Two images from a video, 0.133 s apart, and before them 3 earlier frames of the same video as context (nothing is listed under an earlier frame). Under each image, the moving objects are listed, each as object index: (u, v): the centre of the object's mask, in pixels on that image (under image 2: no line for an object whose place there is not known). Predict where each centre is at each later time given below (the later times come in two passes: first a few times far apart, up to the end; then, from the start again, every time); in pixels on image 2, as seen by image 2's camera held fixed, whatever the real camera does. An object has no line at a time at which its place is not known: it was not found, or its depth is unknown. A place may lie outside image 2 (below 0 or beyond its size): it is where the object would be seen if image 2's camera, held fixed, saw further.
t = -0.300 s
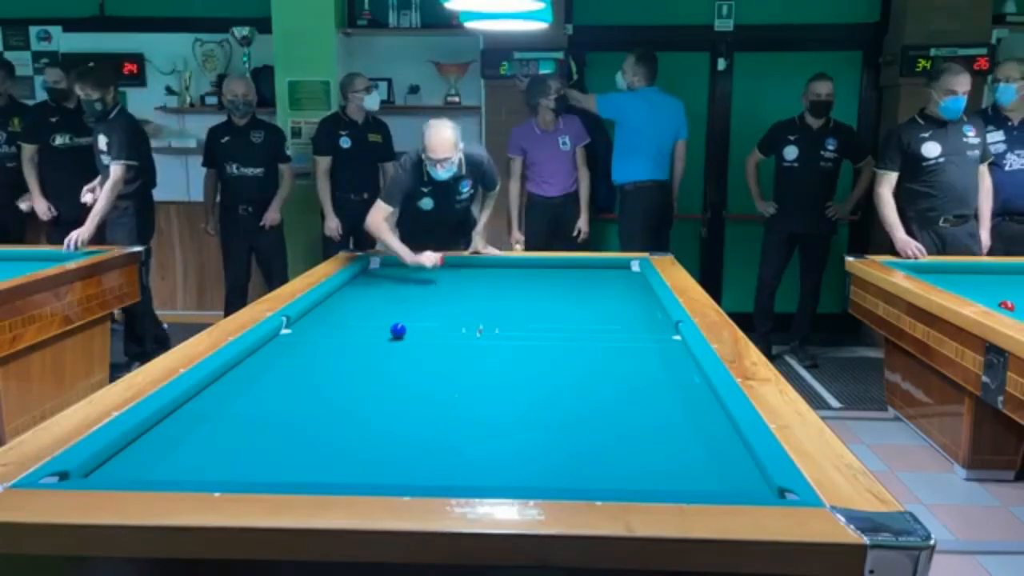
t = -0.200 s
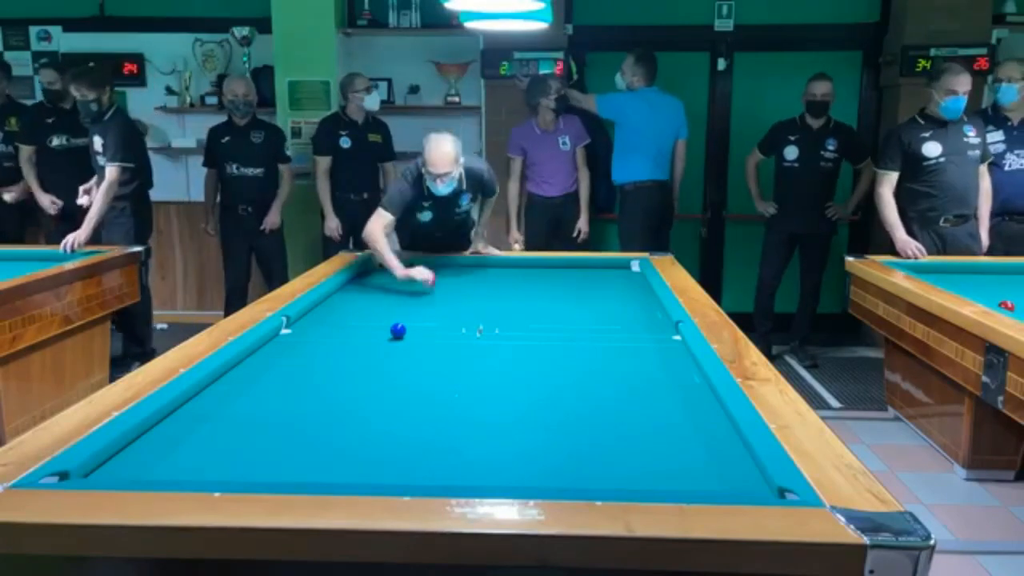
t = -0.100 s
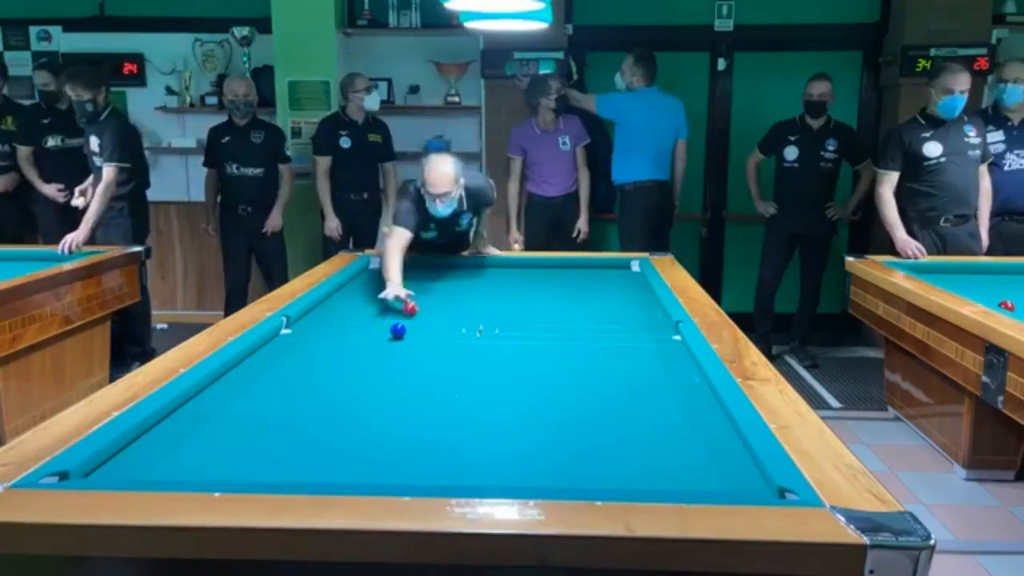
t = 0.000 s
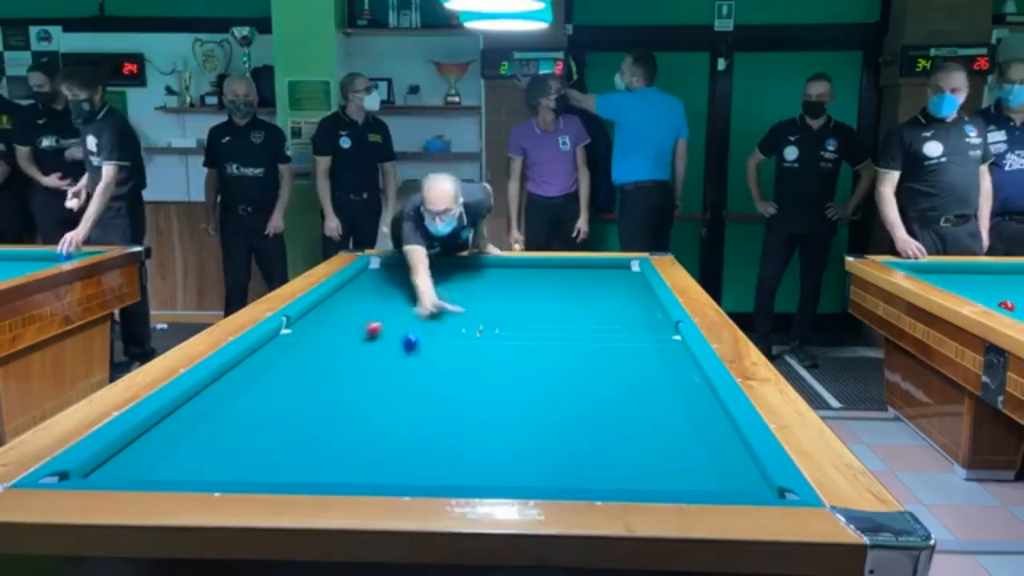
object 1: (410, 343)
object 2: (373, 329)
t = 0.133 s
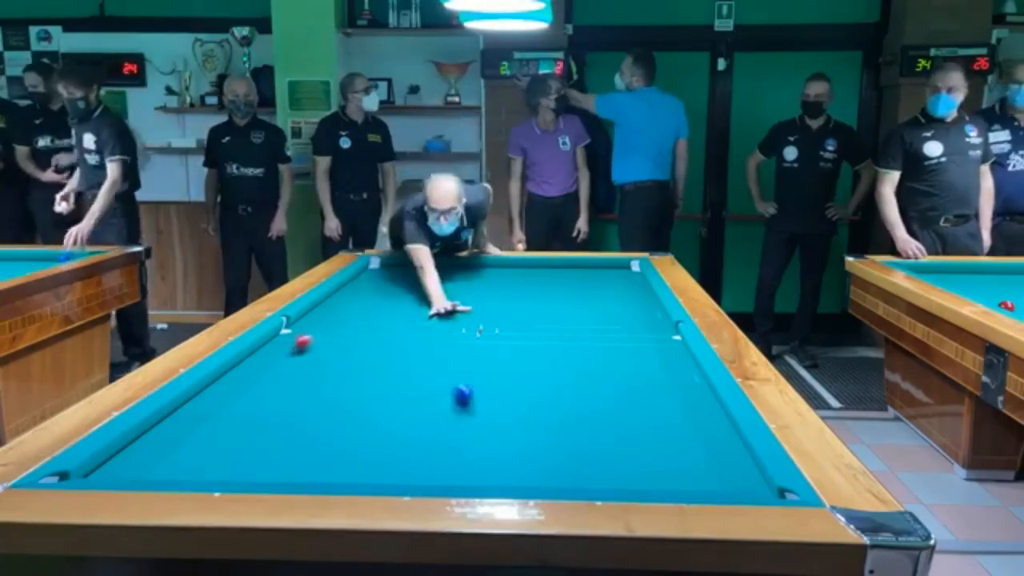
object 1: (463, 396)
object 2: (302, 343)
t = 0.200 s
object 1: (499, 433)
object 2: (266, 350)
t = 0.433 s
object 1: (610, 421)
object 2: (298, 368)
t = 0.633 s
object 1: (646, 360)
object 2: (333, 384)
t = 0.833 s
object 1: (665, 324)
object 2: (371, 402)
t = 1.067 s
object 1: (630, 297)
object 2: (421, 427)
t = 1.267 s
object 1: (610, 280)
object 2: (471, 450)
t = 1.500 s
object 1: (592, 266)
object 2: (539, 477)
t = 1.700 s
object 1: (571, 275)
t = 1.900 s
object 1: (548, 284)
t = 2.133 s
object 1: (518, 296)
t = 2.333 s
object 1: (490, 307)
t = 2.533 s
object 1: (457, 319)
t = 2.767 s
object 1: (413, 336)
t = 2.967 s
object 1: (369, 354)
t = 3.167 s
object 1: (317, 372)
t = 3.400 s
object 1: (245, 400)
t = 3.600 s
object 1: (170, 428)
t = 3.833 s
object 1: (126, 465)
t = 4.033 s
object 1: (144, 471)
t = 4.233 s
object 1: (202, 456)
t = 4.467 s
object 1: (259, 436)
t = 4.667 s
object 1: (302, 422)
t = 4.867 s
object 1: (341, 408)
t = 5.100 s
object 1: (381, 394)
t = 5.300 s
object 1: (412, 384)
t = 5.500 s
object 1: (439, 374)
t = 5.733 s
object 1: (469, 364)
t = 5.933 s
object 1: (492, 356)
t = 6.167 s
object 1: (516, 348)
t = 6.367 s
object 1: (536, 342)
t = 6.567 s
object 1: (553, 335)
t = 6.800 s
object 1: (572, 329)
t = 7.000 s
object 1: (588, 324)
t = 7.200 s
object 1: (602, 319)
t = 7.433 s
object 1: (617, 314)
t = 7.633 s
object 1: (629, 310)
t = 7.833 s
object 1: (640, 306)
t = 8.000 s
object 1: (649, 303)
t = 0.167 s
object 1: (481, 414)
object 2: (284, 346)
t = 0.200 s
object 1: (499, 433)
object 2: (266, 350)
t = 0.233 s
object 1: (521, 456)
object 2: (257, 352)
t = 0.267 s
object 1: (546, 475)
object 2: (264, 355)
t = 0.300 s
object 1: (568, 480)
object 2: (272, 358)
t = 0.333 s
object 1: (581, 470)
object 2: (279, 360)
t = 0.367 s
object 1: (592, 451)
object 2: (286, 363)
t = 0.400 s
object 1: (602, 435)
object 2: (292, 366)
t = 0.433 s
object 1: (610, 421)
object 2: (298, 368)
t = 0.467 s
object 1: (618, 408)
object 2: (304, 371)
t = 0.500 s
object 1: (624, 396)
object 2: (310, 373)
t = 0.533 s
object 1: (630, 385)
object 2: (316, 376)
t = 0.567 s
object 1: (636, 376)
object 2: (321, 379)
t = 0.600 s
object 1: (641, 367)
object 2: (327, 381)
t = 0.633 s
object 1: (646, 360)
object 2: (333, 384)
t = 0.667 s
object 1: (651, 352)
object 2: (339, 387)
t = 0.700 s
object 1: (654, 345)
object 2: (345, 390)
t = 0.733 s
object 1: (658, 339)
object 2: (351, 393)
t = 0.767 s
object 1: (661, 334)
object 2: (358, 396)
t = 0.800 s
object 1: (665, 329)
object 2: (364, 399)
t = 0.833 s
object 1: (665, 324)
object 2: (371, 402)
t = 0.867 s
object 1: (658, 320)
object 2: (378, 406)
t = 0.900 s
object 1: (652, 315)
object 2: (385, 409)
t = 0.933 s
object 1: (647, 312)
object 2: (392, 413)
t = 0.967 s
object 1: (642, 308)
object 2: (399, 415)
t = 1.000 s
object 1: (638, 304)
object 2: (406, 419)
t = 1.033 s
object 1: (634, 301)
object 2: (414, 423)
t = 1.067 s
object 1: (630, 297)
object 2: (421, 427)
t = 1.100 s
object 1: (626, 294)
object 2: (429, 430)
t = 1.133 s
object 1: (623, 291)
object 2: (438, 435)
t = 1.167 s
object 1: (620, 288)
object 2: (446, 439)
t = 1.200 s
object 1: (617, 286)
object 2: (454, 442)
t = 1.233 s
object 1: (614, 283)
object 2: (463, 447)
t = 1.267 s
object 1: (610, 280)
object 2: (471, 450)
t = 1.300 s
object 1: (608, 277)
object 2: (481, 456)
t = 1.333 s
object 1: (605, 275)
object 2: (490, 459)
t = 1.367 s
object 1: (602, 273)
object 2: (499, 463)
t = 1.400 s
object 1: (599, 270)
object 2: (509, 469)
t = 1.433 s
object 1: (597, 268)
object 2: (519, 472)
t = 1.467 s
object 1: (595, 266)
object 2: (529, 475)
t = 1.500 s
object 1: (592, 266)
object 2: (539, 477)
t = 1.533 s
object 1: (589, 266)
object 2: (550, 480)
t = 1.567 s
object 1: (585, 269)
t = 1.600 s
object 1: (582, 270)
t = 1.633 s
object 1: (578, 273)
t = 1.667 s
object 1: (575, 274)
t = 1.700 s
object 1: (571, 275)
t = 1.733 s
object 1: (567, 277)
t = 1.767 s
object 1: (564, 278)
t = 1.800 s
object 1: (560, 280)
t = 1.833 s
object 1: (556, 282)
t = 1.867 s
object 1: (553, 283)
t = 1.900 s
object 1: (548, 284)
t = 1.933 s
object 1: (544, 286)
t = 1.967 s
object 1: (540, 288)
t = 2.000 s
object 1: (536, 289)
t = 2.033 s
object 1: (532, 291)
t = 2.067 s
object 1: (527, 292)
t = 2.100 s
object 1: (523, 294)
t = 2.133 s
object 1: (518, 296)
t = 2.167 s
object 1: (514, 298)
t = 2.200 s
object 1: (509, 299)
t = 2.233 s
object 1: (504, 301)
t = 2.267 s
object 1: (500, 303)
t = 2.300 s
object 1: (495, 305)
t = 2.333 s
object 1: (490, 307)
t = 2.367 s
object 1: (485, 309)
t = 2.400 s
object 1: (479, 311)
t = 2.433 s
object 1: (474, 313)
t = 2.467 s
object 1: (469, 315)
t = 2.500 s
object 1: (463, 317)
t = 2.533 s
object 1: (457, 319)
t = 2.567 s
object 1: (452, 322)
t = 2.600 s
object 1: (445, 324)
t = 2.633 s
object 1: (439, 326)
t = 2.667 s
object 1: (433, 329)
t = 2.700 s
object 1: (427, 331)
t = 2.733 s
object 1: (420, 334)
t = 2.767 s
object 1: (413, 336)
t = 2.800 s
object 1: (406, 339)
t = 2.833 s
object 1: (399, 342)
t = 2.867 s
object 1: (392, 345)
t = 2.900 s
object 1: (384, 348)
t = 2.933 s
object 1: (377, 350)
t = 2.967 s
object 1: (369, 354)
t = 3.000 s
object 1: (361, 356)
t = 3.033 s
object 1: (353, 359)
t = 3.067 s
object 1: (344, 363)
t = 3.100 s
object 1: (335, 366)
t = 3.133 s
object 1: (327, 369)
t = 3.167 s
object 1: (317, 372)
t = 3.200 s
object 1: (308, 376)
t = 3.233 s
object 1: (298, 380)
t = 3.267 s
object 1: (289, 383)
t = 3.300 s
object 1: (278, 388)
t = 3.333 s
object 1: (268, 391)
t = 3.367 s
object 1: (257, 395)
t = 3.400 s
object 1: (245, 400)
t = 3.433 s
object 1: (234, 404)
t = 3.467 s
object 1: (222, 409)
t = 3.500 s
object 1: (210, 413)
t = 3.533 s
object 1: (197, 418)
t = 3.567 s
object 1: (184, 423)
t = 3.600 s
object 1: (170, 428)
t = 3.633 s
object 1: (157, 434)
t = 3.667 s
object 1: (142, 440)
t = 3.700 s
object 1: (136, 445)
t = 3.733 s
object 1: (134, 450)
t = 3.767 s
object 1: (132, 455)
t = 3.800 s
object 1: (129, 461)
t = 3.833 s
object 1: (126, 465)
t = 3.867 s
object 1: (123, 469)
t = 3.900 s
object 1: (120, 471)
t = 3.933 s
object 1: (117, 474)
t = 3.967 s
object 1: (123, 475)
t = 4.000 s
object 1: (133, 473)
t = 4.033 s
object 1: (144, 471)
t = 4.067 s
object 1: (155, 469)
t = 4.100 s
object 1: (164, 467)
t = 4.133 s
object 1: (174, 465)
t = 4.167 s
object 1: (184, 462)
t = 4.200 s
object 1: (193, 458)
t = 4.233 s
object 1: (202, 456)
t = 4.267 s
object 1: (211, 452)
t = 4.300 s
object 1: (219, 450)
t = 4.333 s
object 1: (227, 447)
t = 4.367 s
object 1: (236, 444)
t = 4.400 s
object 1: (243, 441)
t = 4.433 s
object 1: (251, 439)
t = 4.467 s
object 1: (259, 436)
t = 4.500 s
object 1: (266, 434)
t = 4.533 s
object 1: (273, 431)
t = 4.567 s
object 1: (281, 429)
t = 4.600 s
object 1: (288, 426)
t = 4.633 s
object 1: (295, 424)
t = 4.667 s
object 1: (302, 422)
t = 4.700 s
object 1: (308, 419)
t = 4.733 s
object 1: (315, 417)
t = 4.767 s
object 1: (321, 414)
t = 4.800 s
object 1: (328, 412)
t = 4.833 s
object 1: (334, 410)
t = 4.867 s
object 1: (341, 408)
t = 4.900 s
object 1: (347, 406)
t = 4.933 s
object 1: (353, 404)
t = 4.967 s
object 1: (358, 402)
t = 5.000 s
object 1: (364, 400)
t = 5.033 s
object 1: (370, 398)
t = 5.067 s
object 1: (375, 396)
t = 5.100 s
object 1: (381, 394)
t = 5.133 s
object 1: (386, 393)
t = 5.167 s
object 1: (391, 391)
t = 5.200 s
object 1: (396, 389)
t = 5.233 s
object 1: (402, 388)
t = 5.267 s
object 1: (407, 386)
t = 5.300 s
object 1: (412, 384)
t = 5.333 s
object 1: (416, 382)
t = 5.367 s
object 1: (421, 381)
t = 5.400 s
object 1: (426, 379)
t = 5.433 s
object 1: (430, 378)
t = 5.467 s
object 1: (435, 376)
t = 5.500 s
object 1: (439, 374)
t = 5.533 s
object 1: (444, 373)
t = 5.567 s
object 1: (448, 371)
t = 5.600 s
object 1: (452, 370)
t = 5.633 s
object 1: (457, 368)
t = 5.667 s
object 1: (461, 367)
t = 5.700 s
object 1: (465, 366)
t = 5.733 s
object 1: (469, 364)
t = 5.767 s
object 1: (473, 363)
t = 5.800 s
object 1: (477, 361)
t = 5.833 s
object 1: (480, 360)
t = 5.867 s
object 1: (485, 359)
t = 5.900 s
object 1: (488, 358)
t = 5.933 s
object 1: (492, 356)
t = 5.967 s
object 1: (496, 355)
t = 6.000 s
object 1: (499, 354)
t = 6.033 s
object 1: (503, 353)
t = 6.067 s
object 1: (506, 351)
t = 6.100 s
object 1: (510, 350)
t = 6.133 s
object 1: (513, 349)
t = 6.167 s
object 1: (516, 348)
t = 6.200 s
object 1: (520, 347)
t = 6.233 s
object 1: (523, 346)
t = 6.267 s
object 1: (526, 344)
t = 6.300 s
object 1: (529, 343)
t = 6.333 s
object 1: (533, 343)
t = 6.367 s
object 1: (536, 342)
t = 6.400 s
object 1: (539, 340)
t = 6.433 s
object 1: (542, 339)
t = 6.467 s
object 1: (545, 339)
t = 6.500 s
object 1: (548, 337)
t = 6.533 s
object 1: (551, 336)
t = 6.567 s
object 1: (553, 335)
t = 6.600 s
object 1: (556, 335)
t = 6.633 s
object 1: (559, 334)
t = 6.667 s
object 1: (562, 333)
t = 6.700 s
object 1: (565, 332)
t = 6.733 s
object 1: (567, 331)
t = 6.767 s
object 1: (570, 330)
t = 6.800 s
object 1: (572, 329)
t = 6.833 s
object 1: (575, 328)
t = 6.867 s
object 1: (578, 327)
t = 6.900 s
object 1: (580, 326)
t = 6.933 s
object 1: (583, 326)
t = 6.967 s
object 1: (585, 325)
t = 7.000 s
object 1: (588, 324)
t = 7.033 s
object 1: (590, 323)
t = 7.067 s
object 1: (592, 322)
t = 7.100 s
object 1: (595, 322)
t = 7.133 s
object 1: (597, 321)
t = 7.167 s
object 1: (600, 320)
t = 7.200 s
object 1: (602, 319)
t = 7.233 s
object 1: (604, 318)
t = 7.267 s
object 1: (606, 318)
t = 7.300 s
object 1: (608, 317)
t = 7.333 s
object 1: (611, 316)
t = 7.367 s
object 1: (613, 315)
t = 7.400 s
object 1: (615, 315)
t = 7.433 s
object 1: (617, 314)
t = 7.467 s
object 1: (619, 314)
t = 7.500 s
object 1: (621, 313)
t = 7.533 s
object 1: (623, 312)
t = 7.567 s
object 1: (625, 311)
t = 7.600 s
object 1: (627, 310)
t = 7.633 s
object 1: (629, 310)
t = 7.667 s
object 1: (631, 309)
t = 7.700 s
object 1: (633, 309)
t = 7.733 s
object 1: (635, 308)
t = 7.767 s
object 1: (637, 307)
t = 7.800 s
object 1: (639, 307)
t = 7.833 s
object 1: (640, 306)
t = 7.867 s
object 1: (642, 306)
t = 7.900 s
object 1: (644, 305)
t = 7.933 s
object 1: (645, 304)
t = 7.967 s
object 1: (647, 304)
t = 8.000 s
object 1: (649, 303)
